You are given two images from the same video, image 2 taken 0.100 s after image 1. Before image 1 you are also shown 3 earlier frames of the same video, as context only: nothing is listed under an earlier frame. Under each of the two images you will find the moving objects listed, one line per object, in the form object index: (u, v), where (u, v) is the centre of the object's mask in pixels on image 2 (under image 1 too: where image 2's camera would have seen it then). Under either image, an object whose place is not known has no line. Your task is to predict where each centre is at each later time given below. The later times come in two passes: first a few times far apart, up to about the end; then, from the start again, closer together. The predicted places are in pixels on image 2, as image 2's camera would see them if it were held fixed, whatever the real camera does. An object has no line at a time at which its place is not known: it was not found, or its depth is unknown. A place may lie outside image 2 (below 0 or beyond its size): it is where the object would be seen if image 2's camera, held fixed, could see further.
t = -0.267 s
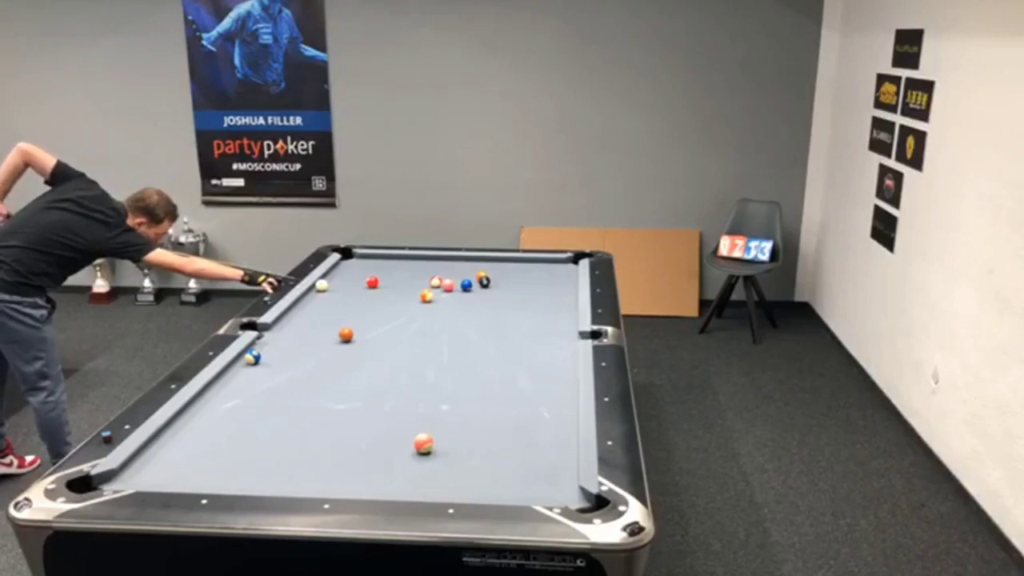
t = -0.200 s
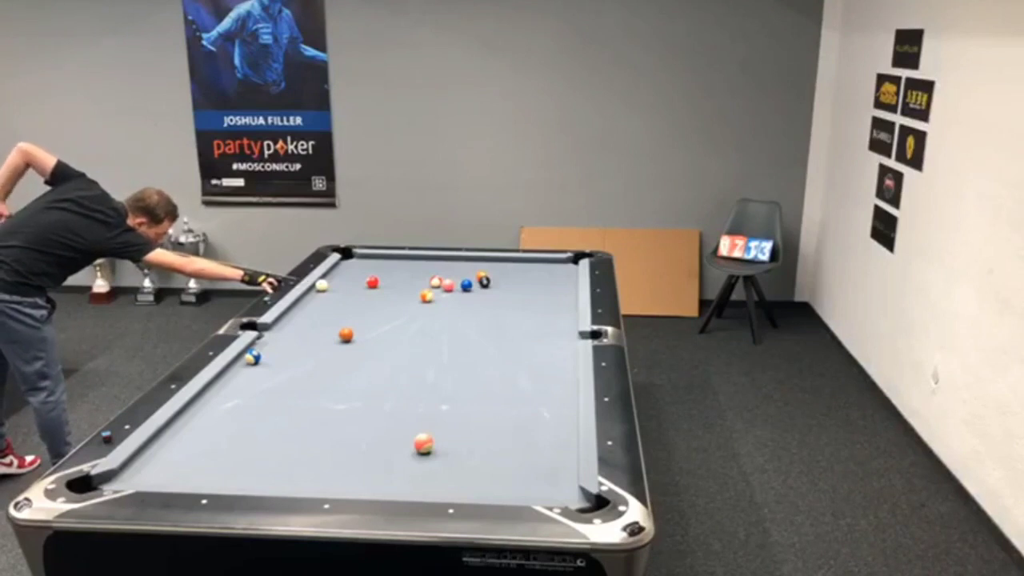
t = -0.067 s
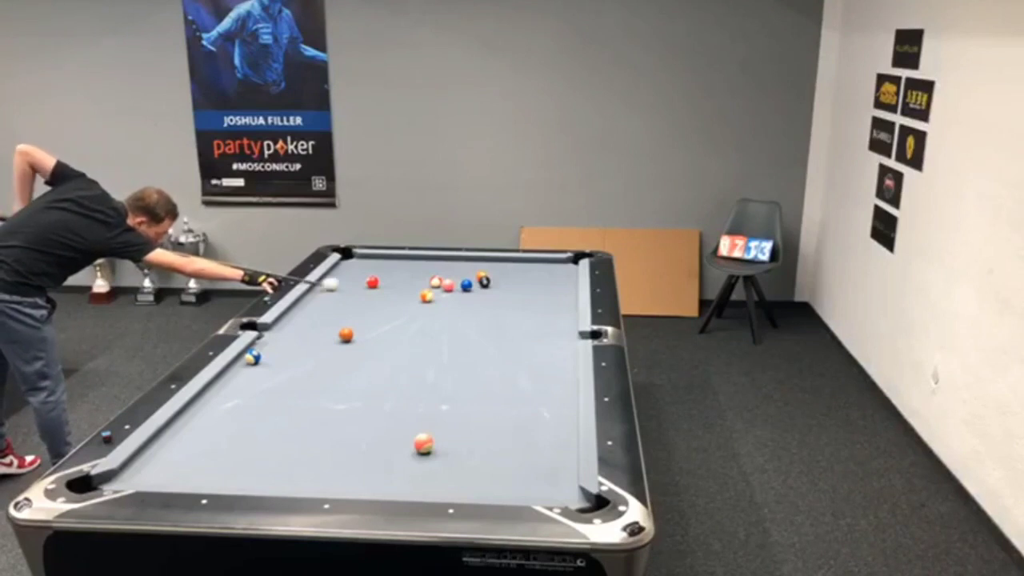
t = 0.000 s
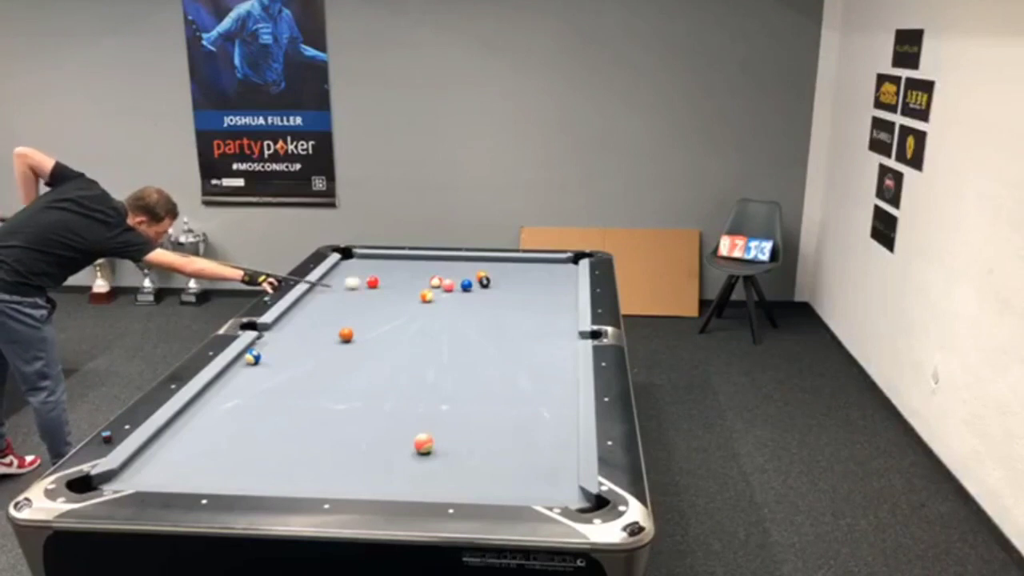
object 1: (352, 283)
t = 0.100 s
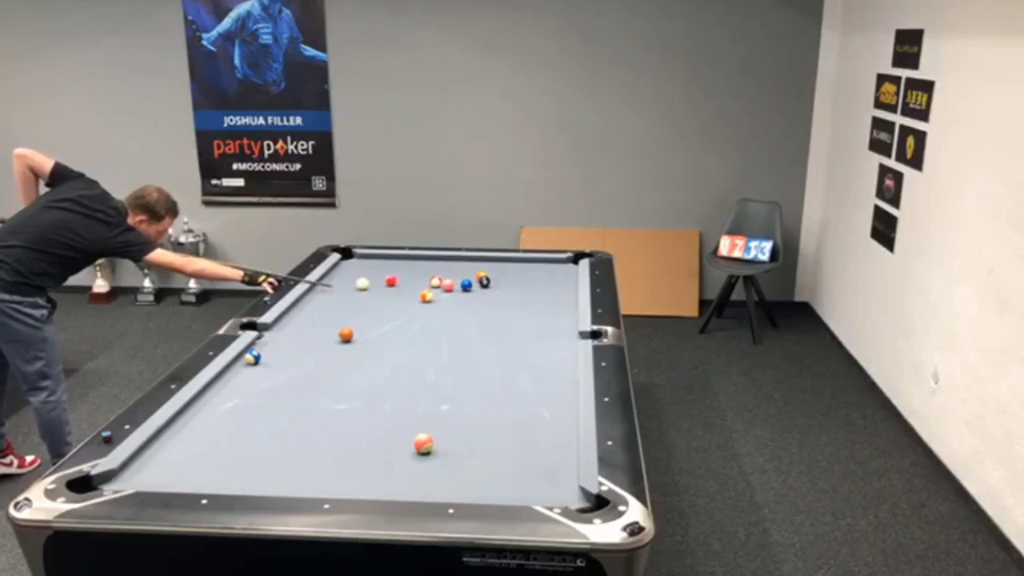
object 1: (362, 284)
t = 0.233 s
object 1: (370, 285)
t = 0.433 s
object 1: (383, 286)
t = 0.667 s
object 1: (397, 287)
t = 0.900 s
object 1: (410, 289)
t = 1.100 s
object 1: (420, 289)
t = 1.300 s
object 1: (432, 290)
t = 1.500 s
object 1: (441, 292)
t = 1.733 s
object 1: (453, 293)
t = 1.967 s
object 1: (463, 294)
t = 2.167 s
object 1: (472, 295)
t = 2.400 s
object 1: (481, 295)
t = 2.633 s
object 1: (489, 296)
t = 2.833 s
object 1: (496, 297)
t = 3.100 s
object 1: (504, 297)
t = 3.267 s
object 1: (508, 298)
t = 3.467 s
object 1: (513, 298)
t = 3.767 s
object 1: (519, 299)
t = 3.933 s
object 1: (522, 299)
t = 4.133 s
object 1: (524, 299)
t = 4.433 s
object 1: (528, 300)
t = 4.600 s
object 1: (529, 300)
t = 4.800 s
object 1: (530, 300)
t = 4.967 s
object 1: (530, 300)
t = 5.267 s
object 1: (530, 300)
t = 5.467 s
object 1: (530, 300)
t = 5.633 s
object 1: (530, 300)
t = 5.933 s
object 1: (530, 300)
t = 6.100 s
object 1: (530, 300)
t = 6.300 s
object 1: (530, 300)
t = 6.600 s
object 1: (530, 300)
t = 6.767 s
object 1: (530, 300)
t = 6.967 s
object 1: (530, 300)
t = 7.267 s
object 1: (530, 300)
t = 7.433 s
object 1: (530, 300)
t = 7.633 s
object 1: (530, 300)
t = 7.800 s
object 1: (530, 300)
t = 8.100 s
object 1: (530, 300)
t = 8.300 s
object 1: (531, 300)
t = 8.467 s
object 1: (530, 300)
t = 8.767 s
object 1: (531, 300)
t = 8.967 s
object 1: (531, 300)
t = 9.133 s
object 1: (531, 300)
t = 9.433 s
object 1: (531, 300)
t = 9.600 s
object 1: (531, 300)
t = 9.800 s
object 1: (531, 300)
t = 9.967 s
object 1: (531, 300)
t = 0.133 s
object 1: (364, 284)
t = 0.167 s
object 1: (366, 284)
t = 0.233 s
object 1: (370, 285)
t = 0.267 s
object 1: (372, 285)
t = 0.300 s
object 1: (374, 285)
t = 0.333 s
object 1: (376, 285)
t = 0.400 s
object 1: (381, 286)
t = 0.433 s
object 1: (383, 286)
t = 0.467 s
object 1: (385, 286)
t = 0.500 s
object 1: (387, 287)
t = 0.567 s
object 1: (391, 287)
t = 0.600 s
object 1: (393, 287)
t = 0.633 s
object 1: (395, 287)
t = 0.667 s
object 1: (397, 287)
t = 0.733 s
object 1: (400, 288)
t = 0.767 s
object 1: (402, 288)
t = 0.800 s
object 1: (404, 288)
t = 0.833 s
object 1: (406, 288)
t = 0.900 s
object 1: (410, 289)
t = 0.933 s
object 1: (412, 289)
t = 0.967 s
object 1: (413, 289)
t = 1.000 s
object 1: (415, 289)
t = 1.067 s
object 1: (418, 289)
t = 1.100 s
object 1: (420, 289)
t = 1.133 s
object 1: (422, 289)
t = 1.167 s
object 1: (424, 288)
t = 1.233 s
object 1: (428, 289)
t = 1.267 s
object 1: (431, 289)
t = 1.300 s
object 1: (432, 290)
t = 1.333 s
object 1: (434, 290)
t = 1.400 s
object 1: (436, 291)
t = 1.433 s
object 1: (438, 291)
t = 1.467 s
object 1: (440, 292)
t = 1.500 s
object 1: (441, 292)
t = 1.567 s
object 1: (445, 292)
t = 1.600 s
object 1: (447, 292)
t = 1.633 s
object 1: (448, 292)
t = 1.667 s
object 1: (449, 293)
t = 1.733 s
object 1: (453, 293)
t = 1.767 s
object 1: (454, 293)
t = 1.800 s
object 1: (456, 293)
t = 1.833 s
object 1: (457, 294)
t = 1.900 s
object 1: (458, 294)
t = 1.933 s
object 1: (462, 294)
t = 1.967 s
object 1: (463, 294)
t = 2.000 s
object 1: (465, 294)
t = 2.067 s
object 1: (467, 294)
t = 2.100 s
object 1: (469, 294)
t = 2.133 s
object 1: (470, 294)
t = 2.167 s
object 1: (472, 295)
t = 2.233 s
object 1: (474, 295)
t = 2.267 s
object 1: (476, 295)
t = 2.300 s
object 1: (477, 295)
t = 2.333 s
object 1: (478, 295)
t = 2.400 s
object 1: (481, 295)
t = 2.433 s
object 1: (482, 295)
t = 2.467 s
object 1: (483, 296)
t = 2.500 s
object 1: (485, 296)
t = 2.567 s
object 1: (487, 296)
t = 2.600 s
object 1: (488, 296)
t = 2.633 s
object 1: (489, 296)
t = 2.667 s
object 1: (490, 296)
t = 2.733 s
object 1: (492, 296)
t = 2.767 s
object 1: (494, 296)
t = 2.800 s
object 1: (495, 296)
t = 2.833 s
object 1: (496, 297)
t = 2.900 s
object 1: (498, 297)
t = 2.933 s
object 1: (499, 297)
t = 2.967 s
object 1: (500, 297)
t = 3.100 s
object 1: (504, 297)
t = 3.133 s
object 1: (505, 297)
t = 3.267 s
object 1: (508, 298)
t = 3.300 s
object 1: (509, 298)
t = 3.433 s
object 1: (512, 298)
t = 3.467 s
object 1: (513, 298)
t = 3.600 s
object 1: (516, 298)
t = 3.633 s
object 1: (516, 299)
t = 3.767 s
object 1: (519, 299)
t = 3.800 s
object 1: (520, 299)
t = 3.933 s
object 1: (522, 299)
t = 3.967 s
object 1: (522, 299)
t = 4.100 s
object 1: (524, 299)
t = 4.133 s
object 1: (524, 299)
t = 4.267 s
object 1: (526, 299)
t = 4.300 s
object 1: (526, 300)
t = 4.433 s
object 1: (528, 300)
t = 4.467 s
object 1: (528, 300)
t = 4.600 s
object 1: (529, 300)
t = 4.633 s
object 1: (529, 300)
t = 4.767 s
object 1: (529, 300)
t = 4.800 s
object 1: (530, 300)
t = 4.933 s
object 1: (530, 300)
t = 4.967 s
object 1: (530, 300)
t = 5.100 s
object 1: (530, 300)
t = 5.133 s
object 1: (530, 300)
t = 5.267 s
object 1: (530, 300)
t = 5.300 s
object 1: (530, 300)
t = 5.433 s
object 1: (530, 300)
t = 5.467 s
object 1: (530, 300)
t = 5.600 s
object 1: (530, 300)
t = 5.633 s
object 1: (530, 300)
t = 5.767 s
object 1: (530, 300)
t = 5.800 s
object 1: (530, 300)
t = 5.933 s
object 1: (530, 300)
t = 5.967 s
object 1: (530, 300)
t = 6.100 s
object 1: (530, 300)
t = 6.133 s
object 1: (530, 300)
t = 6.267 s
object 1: (530, 300)
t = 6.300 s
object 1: (530, 300)
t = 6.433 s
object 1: (530, 300)
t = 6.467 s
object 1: (530, 300)
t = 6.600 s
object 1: (530, 300)
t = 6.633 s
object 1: (530, 300)
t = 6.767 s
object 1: (530, 300)
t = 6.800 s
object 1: (530, 300)
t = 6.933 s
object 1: (530, 300)
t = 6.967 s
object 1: (530, 300)
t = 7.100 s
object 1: (530, 300)
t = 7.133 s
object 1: (530, 300)
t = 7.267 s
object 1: (530, 300)
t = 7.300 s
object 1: (530, 300)
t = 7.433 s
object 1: (530, 300)
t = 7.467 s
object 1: (530, 300)
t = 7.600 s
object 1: (530, 300)
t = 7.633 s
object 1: (530, 300)
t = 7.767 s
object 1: (530, 300)
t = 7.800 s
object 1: (530, 300)
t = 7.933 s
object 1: (530, 300)
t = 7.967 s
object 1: (530, 300)
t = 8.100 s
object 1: (530, 300)
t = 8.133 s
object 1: (530, 300)
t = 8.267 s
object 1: (531, 300)
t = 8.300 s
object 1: (531, 300)
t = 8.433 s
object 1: (530, 300)
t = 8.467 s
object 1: (530, 300)
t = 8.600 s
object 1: (530, 300)
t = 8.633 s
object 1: (530, 300)
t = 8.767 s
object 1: (531, 300)
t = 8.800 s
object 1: (531, 300)
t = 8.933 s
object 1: (531, 300)
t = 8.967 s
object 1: (531, 300)
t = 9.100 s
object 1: (531, 300)
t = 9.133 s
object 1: (531, 300)
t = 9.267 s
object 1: (531, 300)
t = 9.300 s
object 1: (531, 300)
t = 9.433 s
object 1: (531, 300)
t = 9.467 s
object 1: (531, 300)
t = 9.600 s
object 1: (531, 300)
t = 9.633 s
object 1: (531, 300)
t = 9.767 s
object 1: (531, 300)
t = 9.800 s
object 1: (531, 300)
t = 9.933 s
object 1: (531, 300)
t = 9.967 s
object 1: (531, 300)
